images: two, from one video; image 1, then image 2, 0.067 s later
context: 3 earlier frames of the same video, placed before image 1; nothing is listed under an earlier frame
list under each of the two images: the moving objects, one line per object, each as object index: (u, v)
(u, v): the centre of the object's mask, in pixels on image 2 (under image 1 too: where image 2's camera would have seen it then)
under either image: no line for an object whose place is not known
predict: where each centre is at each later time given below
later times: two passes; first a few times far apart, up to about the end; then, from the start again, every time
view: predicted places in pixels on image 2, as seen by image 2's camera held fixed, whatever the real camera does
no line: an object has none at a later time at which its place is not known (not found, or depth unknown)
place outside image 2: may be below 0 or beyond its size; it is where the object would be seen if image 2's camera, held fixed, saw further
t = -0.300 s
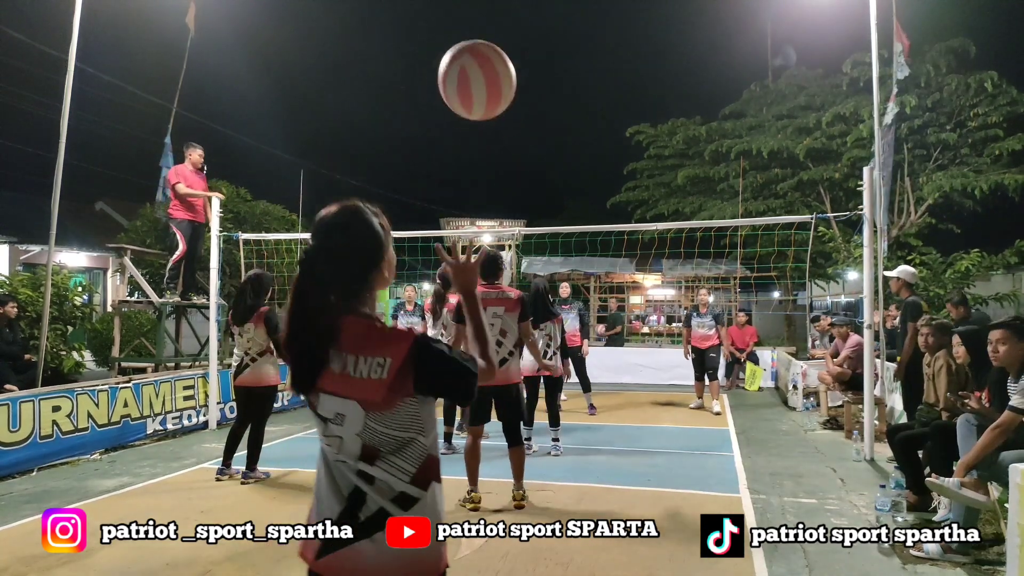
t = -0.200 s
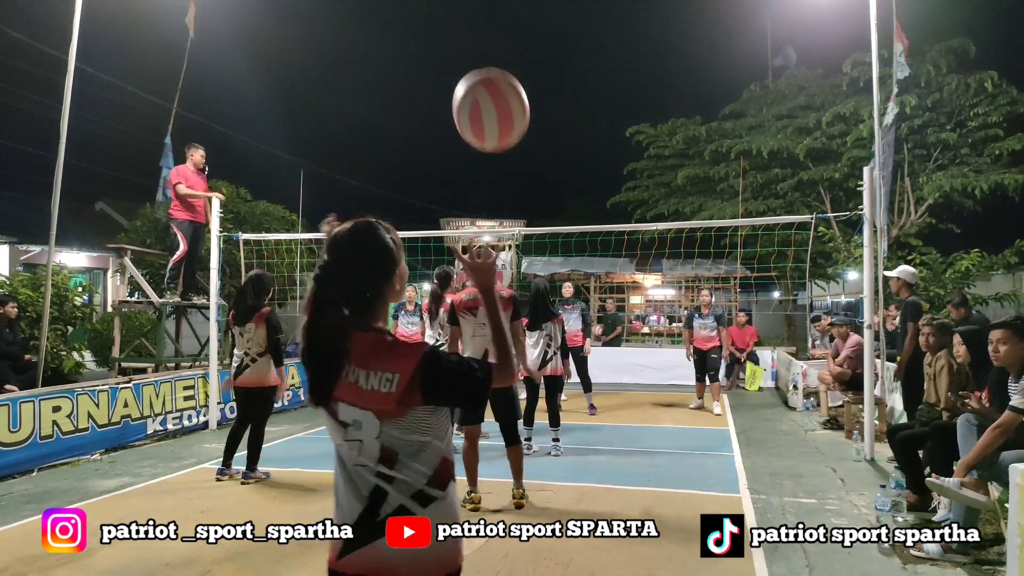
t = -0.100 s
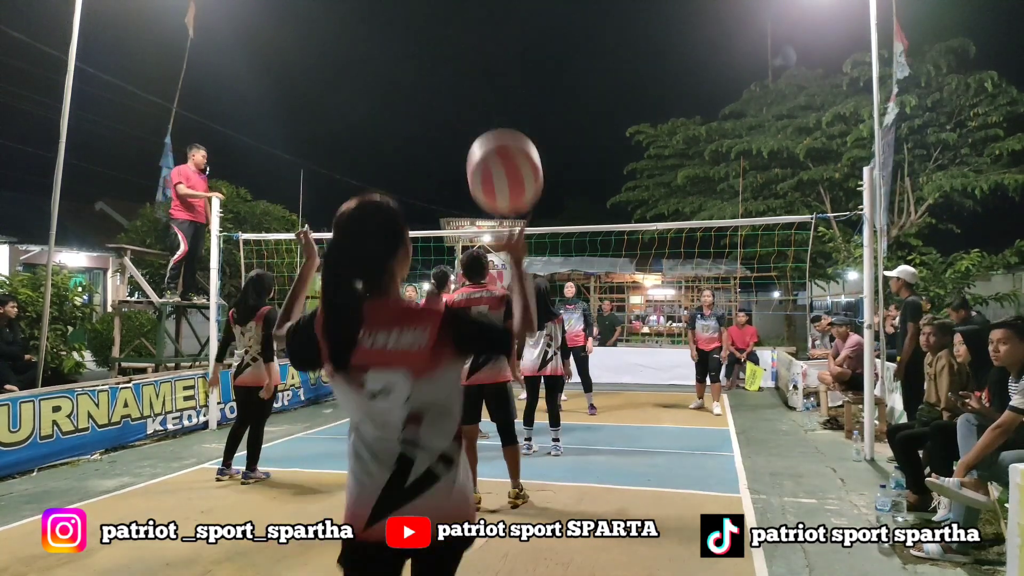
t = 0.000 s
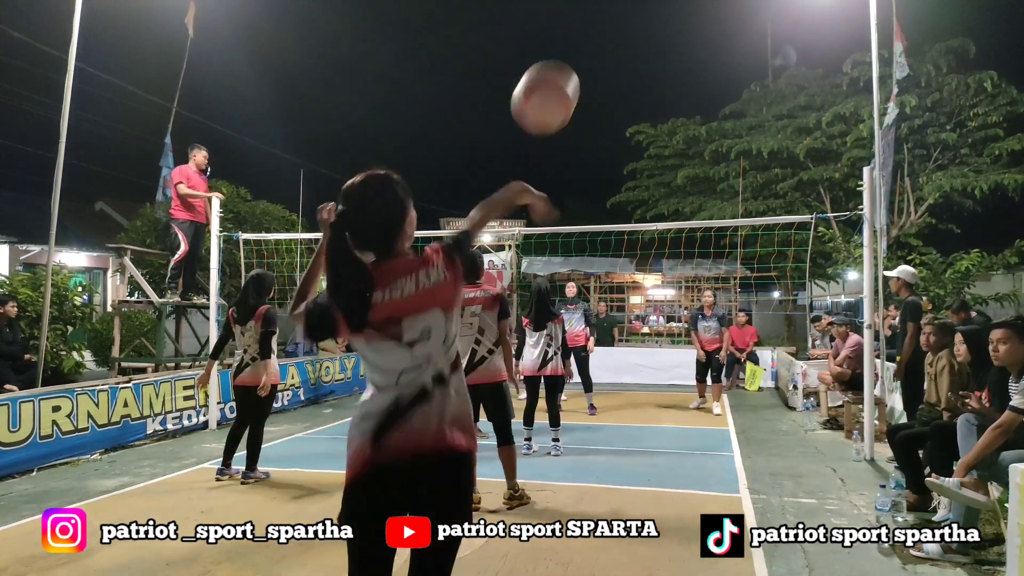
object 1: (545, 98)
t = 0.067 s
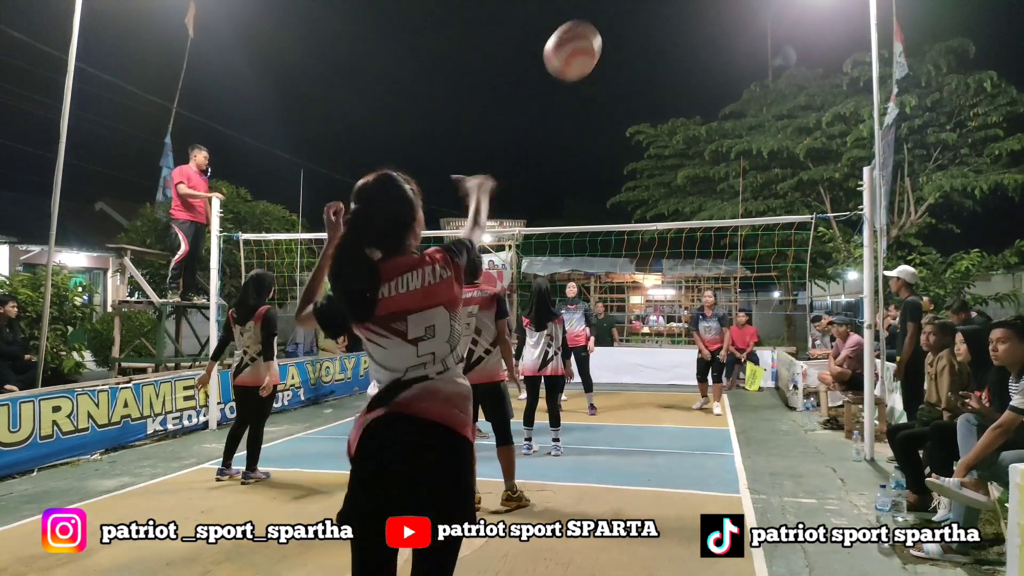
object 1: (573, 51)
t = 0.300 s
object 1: (630, 23)
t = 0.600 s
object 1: (660, 105)
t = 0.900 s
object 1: (677, 230)
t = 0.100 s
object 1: (584, 37)
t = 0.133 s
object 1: (595, 28)
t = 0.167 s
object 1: (604, 23)
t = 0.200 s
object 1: (612, 20)
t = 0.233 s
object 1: (619, 19)
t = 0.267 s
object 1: (625, 20)
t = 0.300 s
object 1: (630, 23)
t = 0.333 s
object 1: (635, 28)
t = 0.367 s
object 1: (639, 35)
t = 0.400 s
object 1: (642, 42)
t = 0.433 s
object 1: (646, 51)
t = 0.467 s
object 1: (649, 60)
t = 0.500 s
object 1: (652, 70)
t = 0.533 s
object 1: (655, 81)
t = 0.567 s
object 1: (657, 93)
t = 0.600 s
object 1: (660, 105)
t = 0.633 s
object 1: (663, 117)
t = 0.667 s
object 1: (665, 130)
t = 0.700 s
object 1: (667, 143)
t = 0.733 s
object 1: (669, 158)
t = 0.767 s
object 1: (671, 171)
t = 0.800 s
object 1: (673, 185)
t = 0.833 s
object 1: (674, 200)
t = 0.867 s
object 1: (676, 212)
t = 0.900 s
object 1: (677, 230)
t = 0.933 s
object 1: (678, 244)
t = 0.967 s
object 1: (681, 258)
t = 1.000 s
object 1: (683, 274)
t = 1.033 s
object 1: (684, 289)
